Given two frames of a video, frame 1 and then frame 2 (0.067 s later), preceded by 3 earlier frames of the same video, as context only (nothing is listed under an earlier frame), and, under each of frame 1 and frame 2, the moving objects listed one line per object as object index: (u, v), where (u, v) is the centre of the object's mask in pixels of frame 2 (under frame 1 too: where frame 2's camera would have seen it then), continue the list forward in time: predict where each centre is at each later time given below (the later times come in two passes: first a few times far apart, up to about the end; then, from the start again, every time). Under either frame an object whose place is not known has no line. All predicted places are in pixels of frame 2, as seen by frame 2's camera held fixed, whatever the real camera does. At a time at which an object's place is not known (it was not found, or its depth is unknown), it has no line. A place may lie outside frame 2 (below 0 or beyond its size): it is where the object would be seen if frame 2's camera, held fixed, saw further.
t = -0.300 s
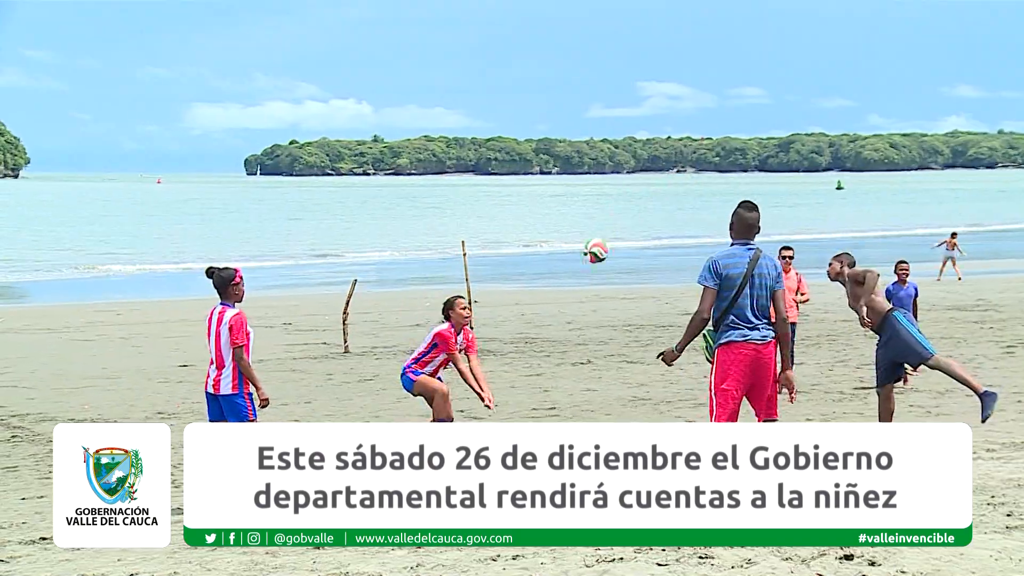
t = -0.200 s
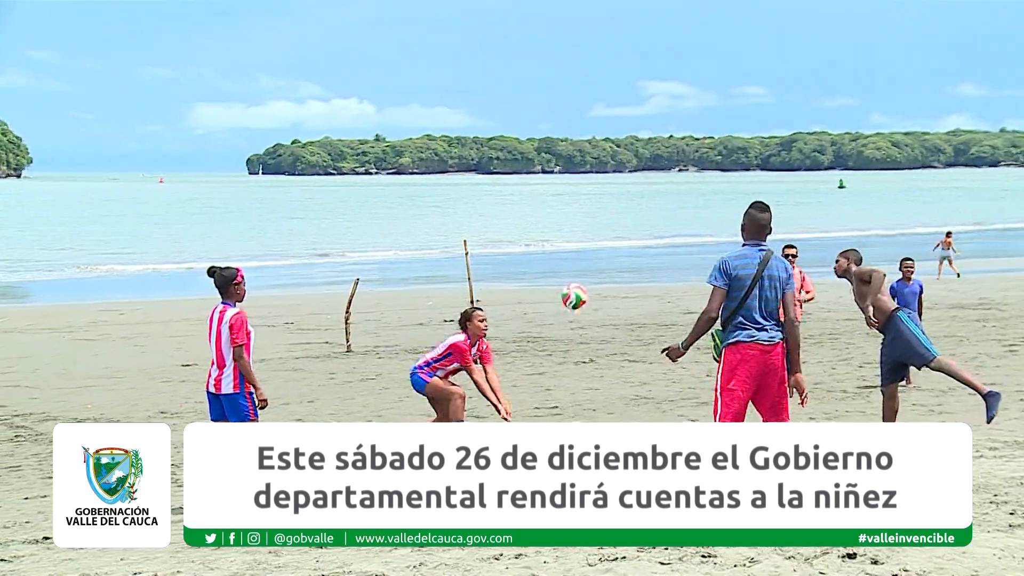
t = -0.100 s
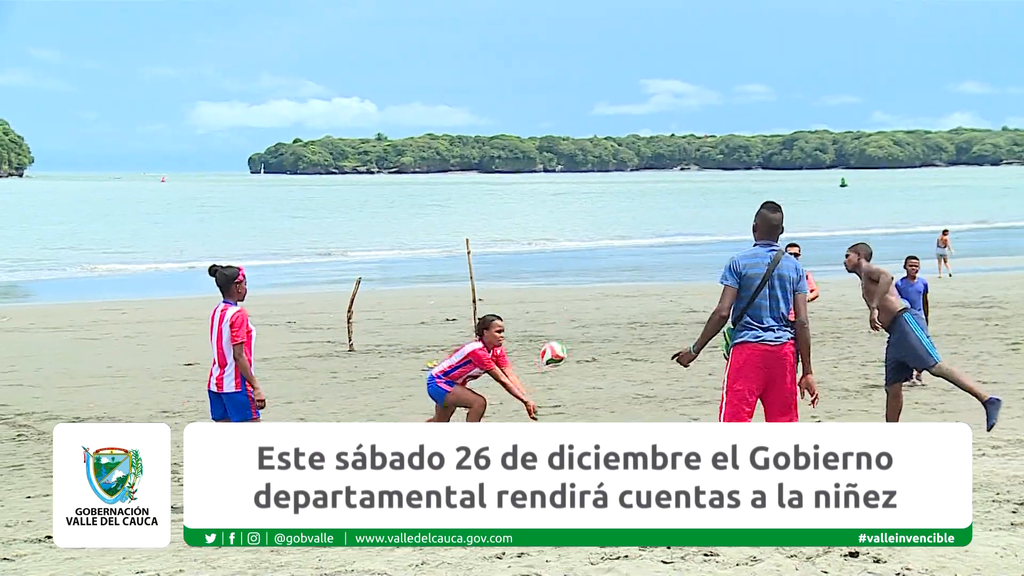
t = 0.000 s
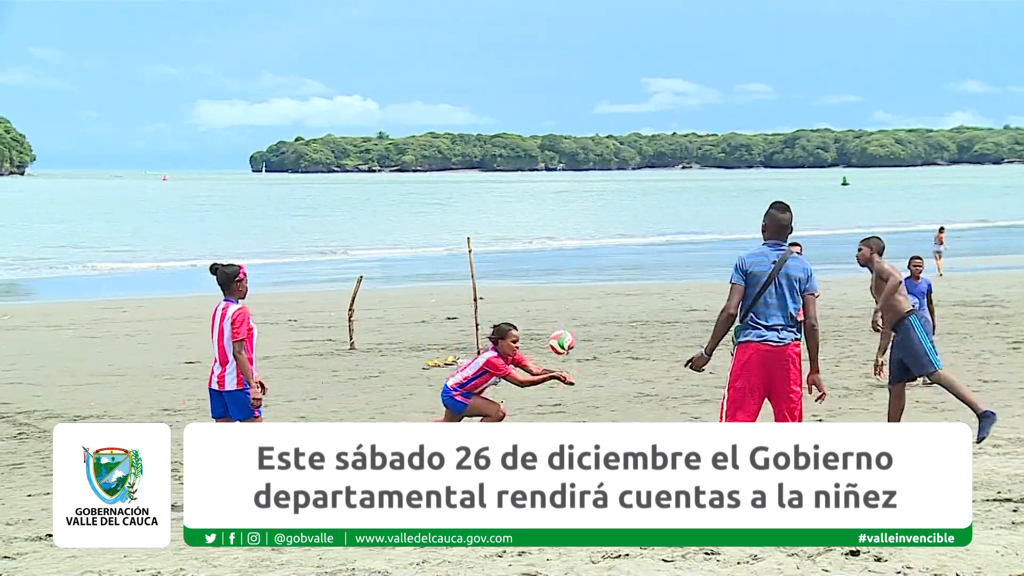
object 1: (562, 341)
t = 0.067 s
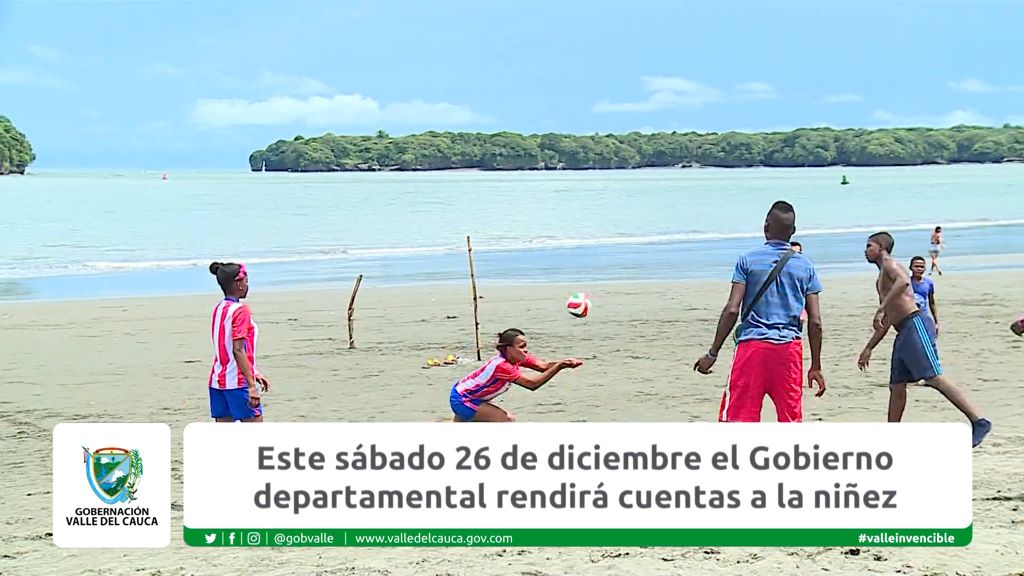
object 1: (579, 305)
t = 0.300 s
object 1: (642, 220)
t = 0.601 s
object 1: (720, 214)
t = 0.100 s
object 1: (588, 288)
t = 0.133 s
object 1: (597, 273)
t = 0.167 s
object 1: (606, 259)
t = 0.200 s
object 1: (616, 247)
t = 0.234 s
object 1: (625, 237)
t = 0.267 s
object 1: (633, 228)
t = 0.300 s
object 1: (642, 220)
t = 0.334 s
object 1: (650, 214)
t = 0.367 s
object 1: (660, 209)
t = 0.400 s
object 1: (668, 205)
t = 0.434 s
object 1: (677, 204)
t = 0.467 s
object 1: (685, 203)
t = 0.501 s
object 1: (694, 203)
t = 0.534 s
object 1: (703, 205)
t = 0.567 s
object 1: (711, 209)
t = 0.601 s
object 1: (720, 214)
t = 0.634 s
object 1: (728, 220)
